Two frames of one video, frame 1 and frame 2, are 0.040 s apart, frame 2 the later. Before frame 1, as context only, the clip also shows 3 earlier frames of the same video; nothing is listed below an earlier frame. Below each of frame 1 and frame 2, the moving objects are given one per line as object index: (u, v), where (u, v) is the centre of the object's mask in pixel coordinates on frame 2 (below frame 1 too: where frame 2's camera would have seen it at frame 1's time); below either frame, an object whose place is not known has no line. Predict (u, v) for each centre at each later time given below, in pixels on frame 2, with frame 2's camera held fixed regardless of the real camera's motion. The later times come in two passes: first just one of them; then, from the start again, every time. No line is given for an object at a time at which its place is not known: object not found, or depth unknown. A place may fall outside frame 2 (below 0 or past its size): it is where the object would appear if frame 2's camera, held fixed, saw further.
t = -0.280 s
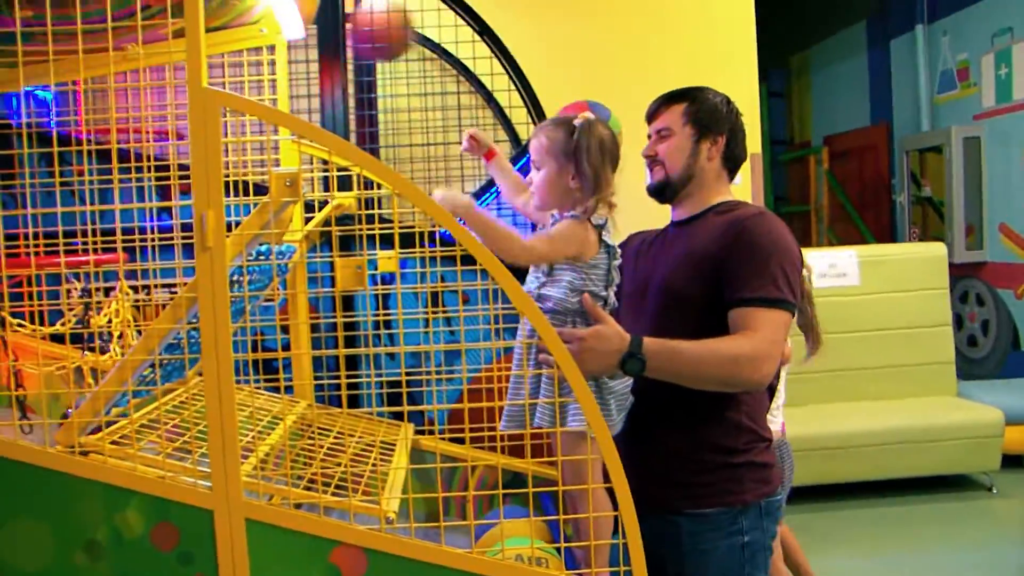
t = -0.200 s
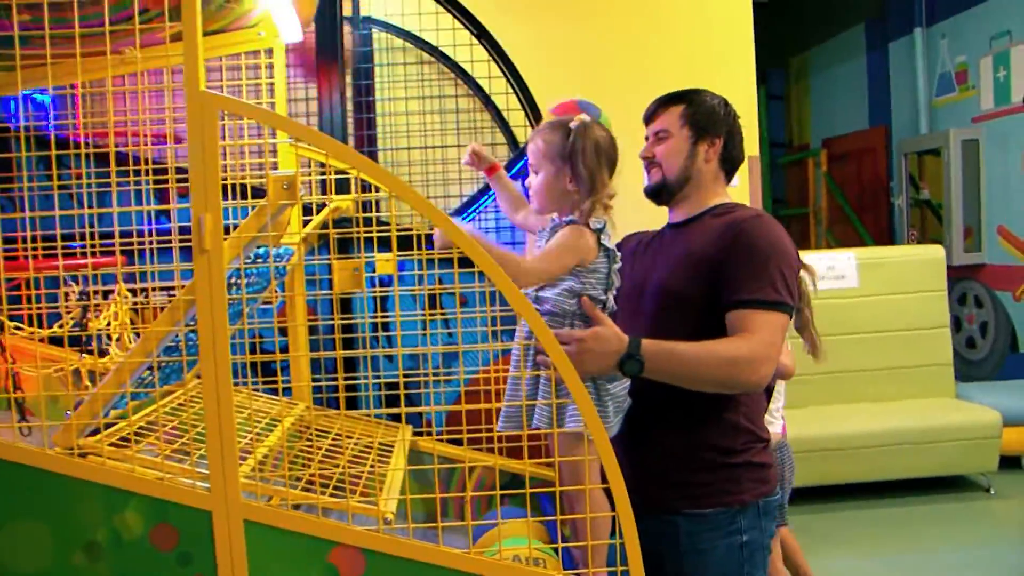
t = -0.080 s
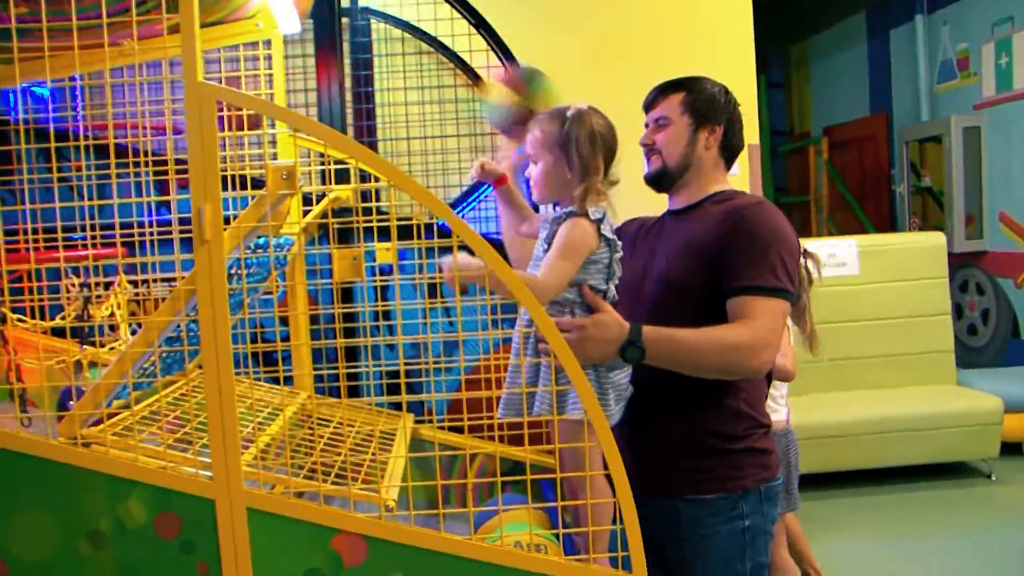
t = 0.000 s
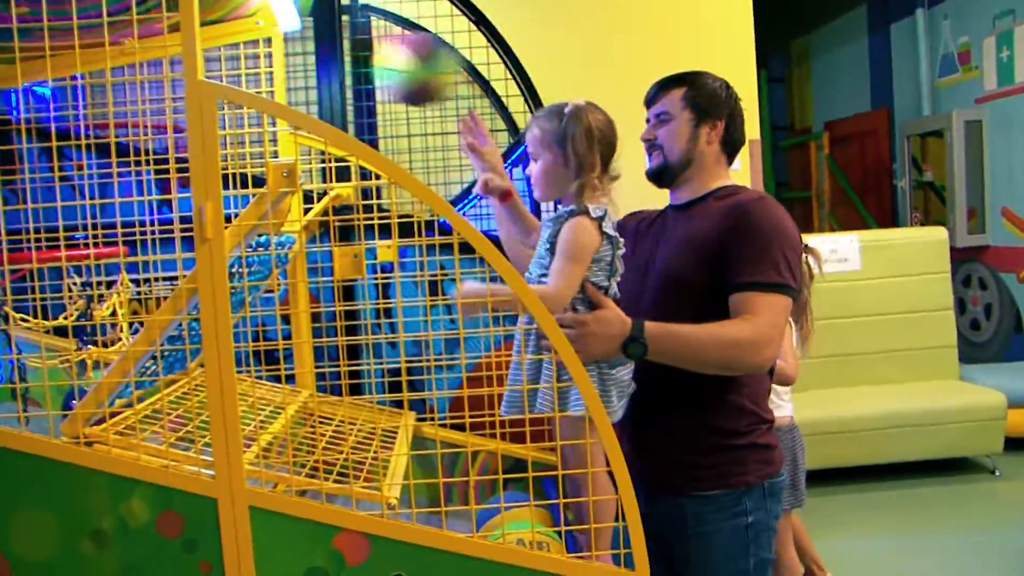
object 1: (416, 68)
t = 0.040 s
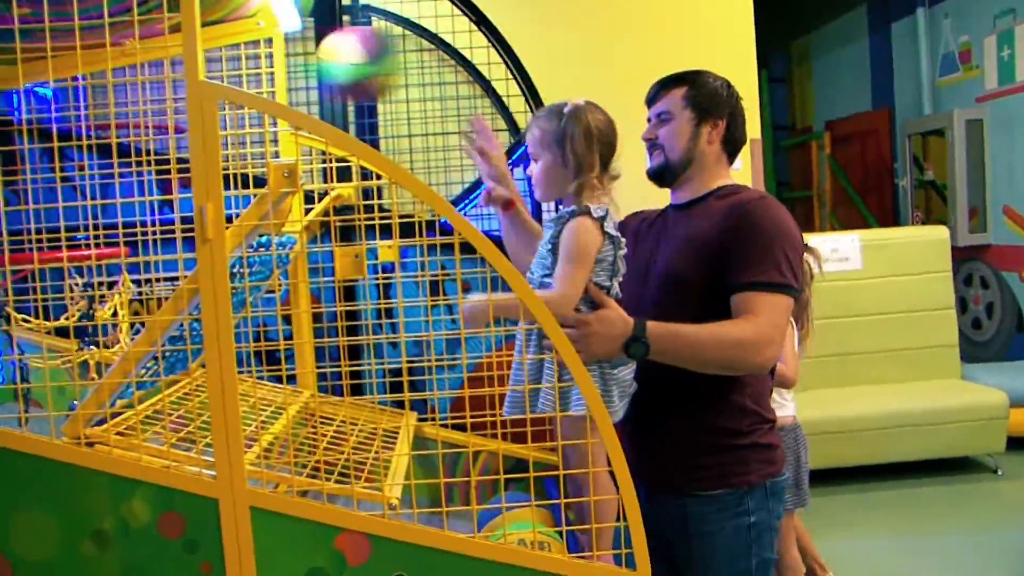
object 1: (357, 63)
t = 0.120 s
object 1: (251, 64)
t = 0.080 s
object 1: (308, 63)
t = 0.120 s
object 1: (251, 64)
